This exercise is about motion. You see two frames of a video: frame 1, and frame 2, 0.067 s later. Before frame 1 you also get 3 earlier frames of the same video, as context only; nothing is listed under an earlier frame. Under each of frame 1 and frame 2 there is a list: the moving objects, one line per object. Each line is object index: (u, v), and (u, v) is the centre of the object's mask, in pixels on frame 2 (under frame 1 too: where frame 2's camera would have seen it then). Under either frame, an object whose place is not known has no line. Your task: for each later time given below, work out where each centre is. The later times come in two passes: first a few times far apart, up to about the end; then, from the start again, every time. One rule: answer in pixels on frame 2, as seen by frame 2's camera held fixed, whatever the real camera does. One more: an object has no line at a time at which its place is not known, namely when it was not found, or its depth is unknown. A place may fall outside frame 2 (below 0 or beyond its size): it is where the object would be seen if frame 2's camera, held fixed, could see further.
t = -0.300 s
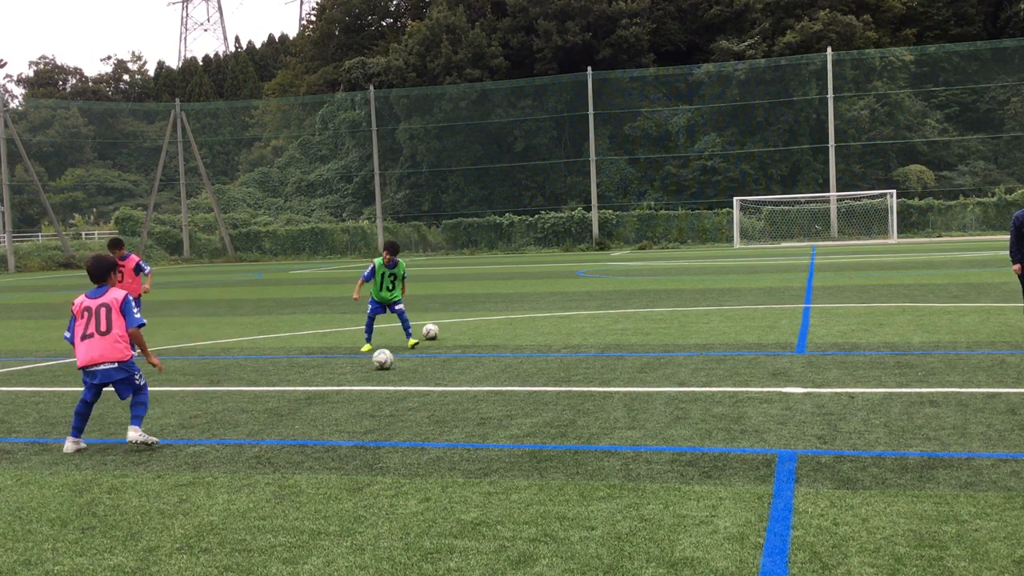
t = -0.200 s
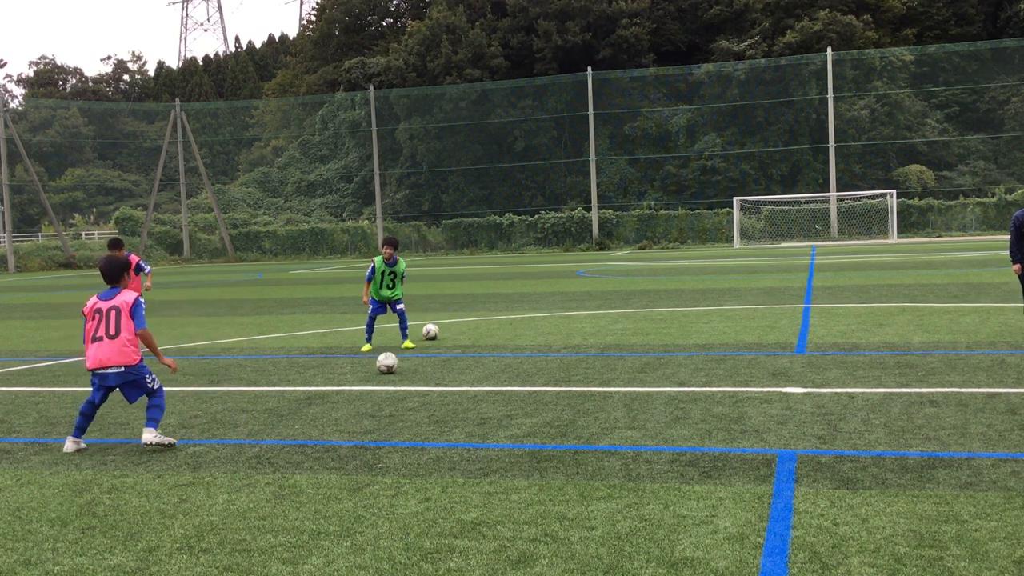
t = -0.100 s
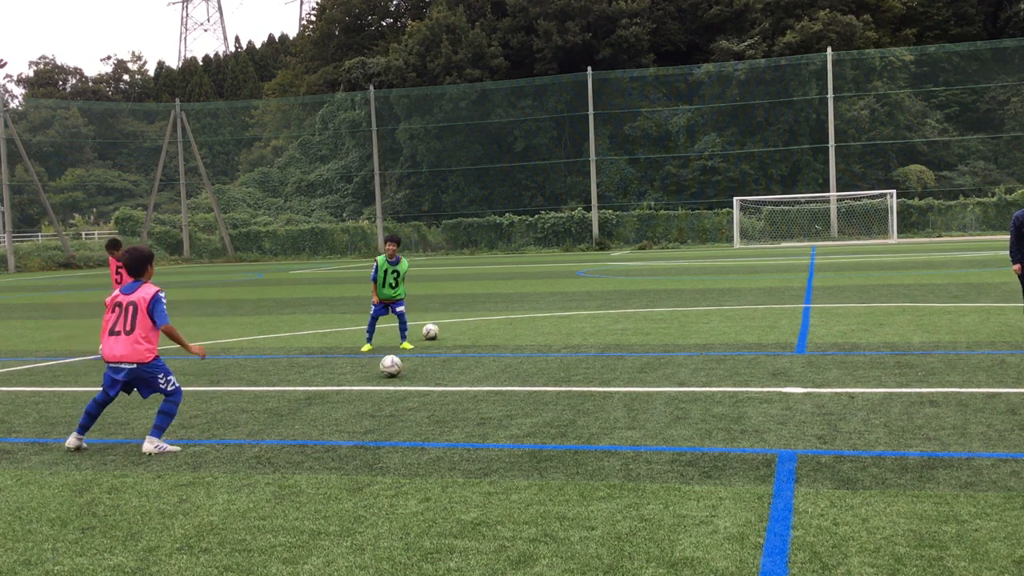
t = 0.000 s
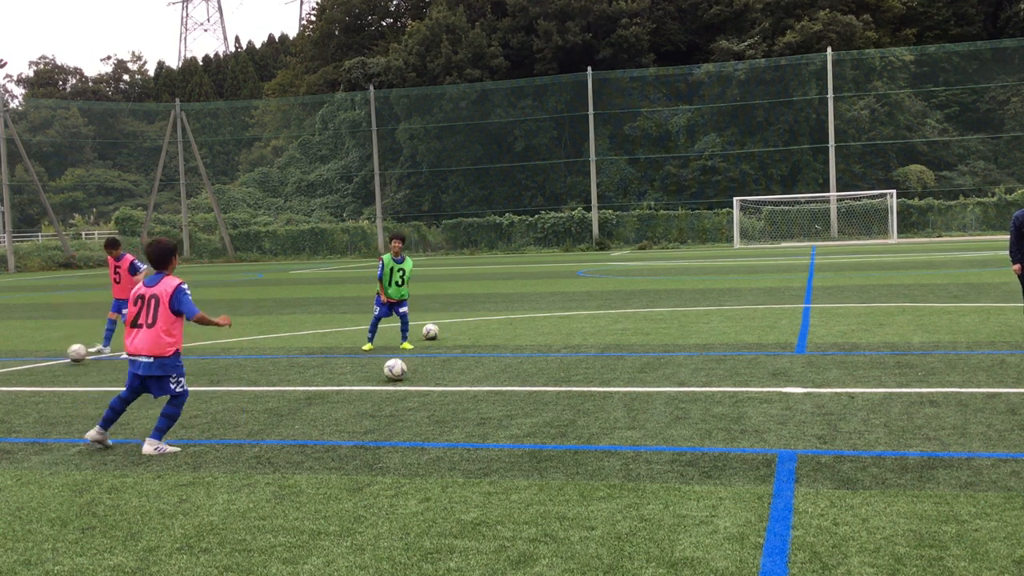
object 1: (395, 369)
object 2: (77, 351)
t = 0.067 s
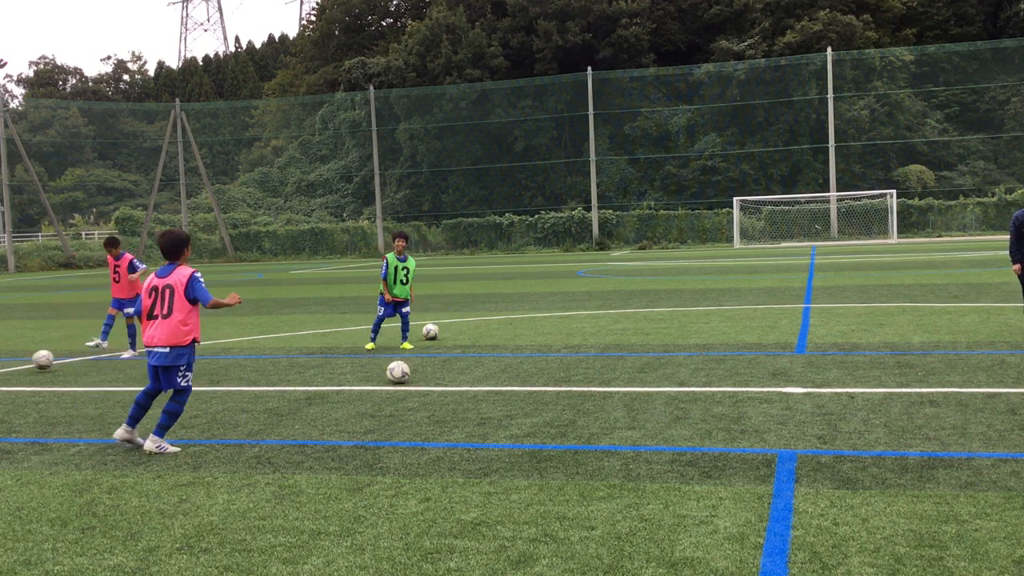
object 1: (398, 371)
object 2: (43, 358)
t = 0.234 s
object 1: (406, 377)
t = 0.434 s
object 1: (418, 383)
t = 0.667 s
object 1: (432, 390)
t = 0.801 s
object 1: (441, 395)
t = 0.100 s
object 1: (399, 373)
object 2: (24, 363)
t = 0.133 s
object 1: (401, 373)
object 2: (7, 369)
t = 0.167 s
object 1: (403, 375)
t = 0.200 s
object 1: (404, 375)
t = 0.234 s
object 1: (406, 377)
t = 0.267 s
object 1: (408, 378)
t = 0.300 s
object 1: (410, 379)
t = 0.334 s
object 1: (412, 380)
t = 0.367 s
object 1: (414, 380)
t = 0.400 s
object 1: (416, 382)
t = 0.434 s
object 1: (418, 383)
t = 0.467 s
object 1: (420, 384)
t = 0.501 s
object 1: (422, 385)
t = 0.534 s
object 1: (424, 386)
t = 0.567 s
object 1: (426, 387)
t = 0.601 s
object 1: (428, 388)
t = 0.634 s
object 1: (430, 389)
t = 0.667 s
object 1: (432, 390)
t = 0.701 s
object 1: (435, 392)
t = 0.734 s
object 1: (436, 393)
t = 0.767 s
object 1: (439, 393)
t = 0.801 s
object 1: (441, 395)
